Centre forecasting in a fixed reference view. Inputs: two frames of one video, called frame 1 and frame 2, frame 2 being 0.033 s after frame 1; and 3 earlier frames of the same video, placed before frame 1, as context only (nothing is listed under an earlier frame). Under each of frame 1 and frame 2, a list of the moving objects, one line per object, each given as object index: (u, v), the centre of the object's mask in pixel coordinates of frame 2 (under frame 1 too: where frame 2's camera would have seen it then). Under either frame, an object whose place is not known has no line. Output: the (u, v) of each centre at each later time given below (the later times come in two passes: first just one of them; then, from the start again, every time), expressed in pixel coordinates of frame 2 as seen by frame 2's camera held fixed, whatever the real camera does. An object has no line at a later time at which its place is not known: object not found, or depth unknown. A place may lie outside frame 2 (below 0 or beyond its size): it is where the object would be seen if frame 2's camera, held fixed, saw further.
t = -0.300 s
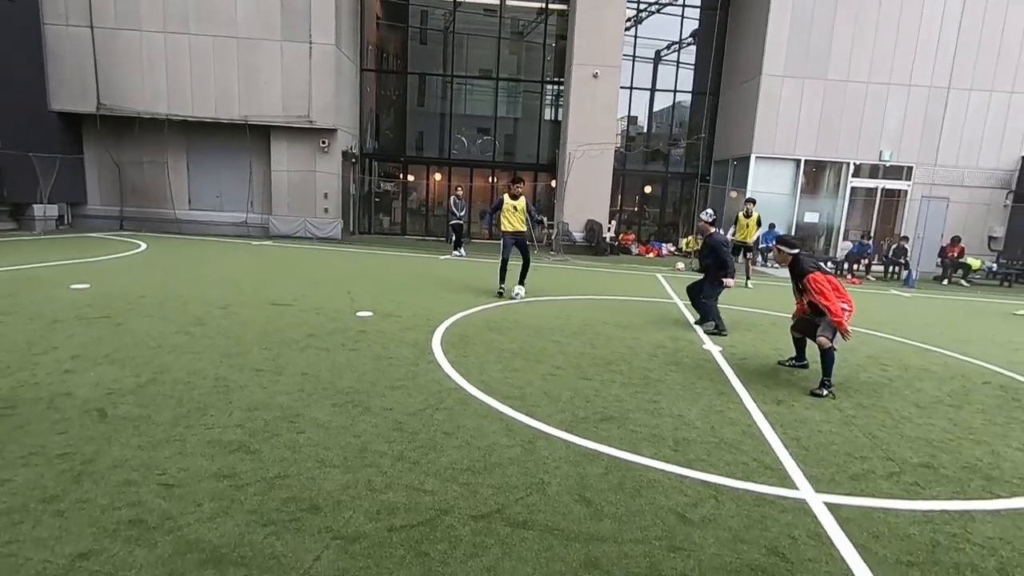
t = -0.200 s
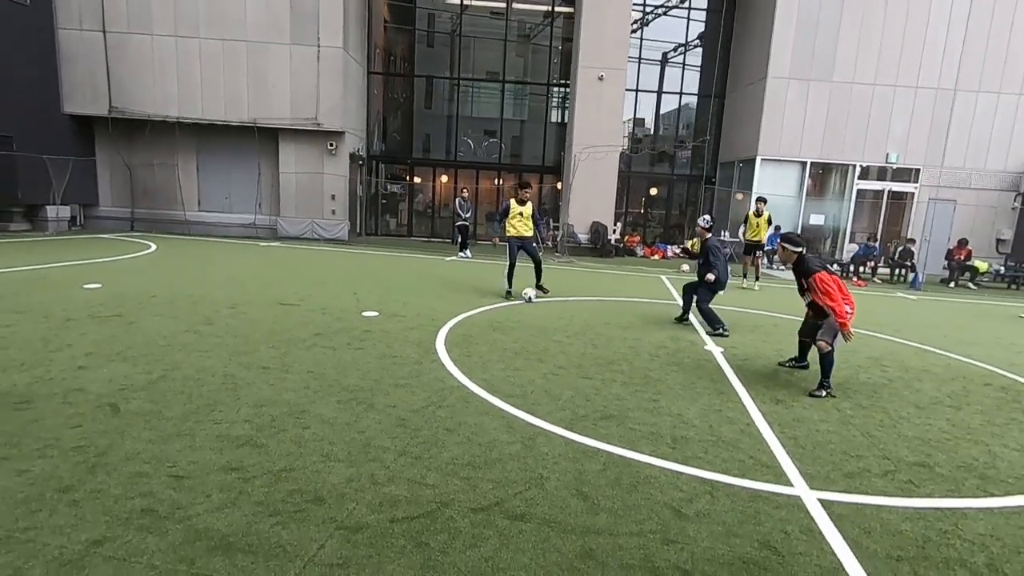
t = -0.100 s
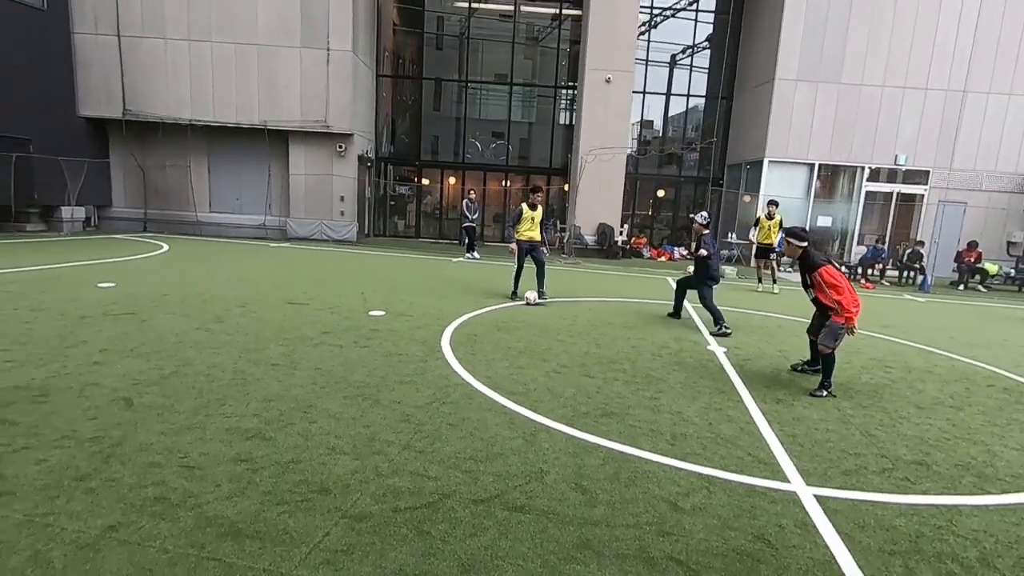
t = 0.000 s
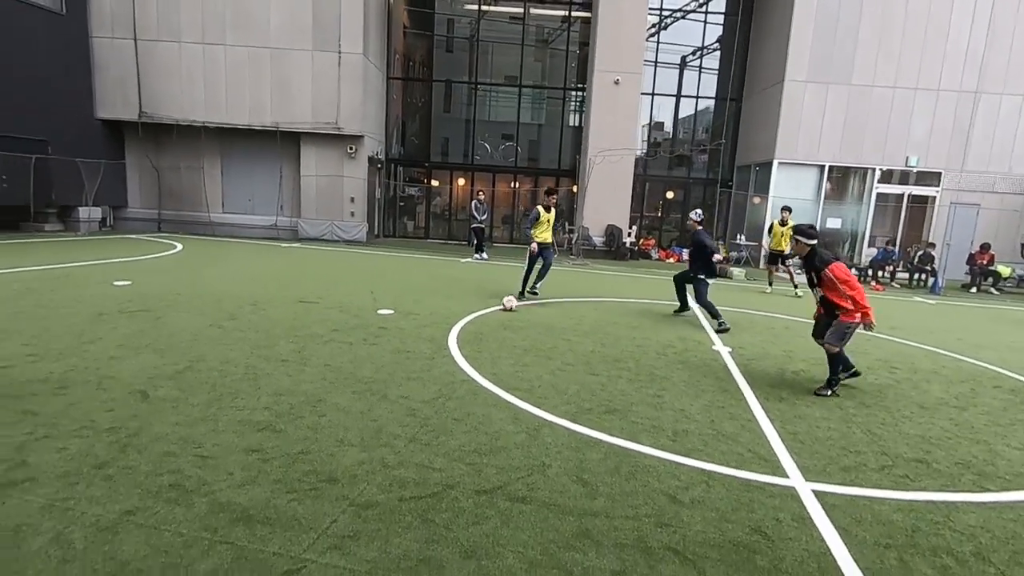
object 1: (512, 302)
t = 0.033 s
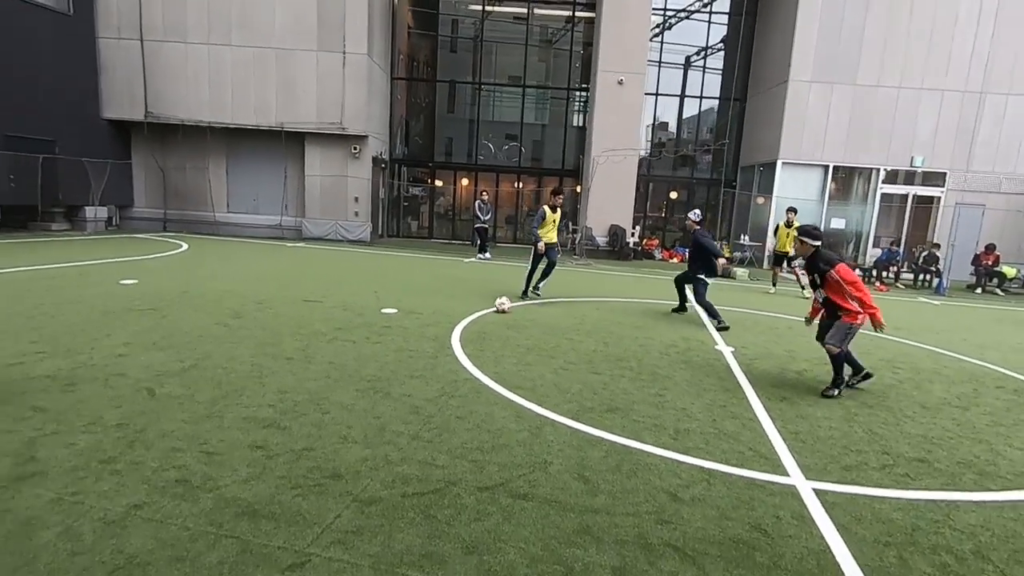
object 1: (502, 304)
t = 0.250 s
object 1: (428, 320)
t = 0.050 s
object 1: (497, 305)
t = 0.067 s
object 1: (492, 306)
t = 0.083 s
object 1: (486, 307)
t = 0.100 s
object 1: (481, 308)
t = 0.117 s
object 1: (476, 309)
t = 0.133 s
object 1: (470, 311)
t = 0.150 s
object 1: (464, 312)
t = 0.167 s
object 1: (458, 313)
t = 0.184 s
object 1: (453, 314)
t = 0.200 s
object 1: (447, 316)
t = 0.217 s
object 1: (441, 317)
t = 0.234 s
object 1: (434, 318)
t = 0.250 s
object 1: (428, 320)
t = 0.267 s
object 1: (422, 321)
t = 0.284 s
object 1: (415, 323)
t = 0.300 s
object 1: (409, 324)
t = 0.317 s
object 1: (403, 325)
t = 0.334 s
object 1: (396, 326)
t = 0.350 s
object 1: (389, 327)
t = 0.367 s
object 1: (383, 329)
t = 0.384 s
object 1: (376, 330)
